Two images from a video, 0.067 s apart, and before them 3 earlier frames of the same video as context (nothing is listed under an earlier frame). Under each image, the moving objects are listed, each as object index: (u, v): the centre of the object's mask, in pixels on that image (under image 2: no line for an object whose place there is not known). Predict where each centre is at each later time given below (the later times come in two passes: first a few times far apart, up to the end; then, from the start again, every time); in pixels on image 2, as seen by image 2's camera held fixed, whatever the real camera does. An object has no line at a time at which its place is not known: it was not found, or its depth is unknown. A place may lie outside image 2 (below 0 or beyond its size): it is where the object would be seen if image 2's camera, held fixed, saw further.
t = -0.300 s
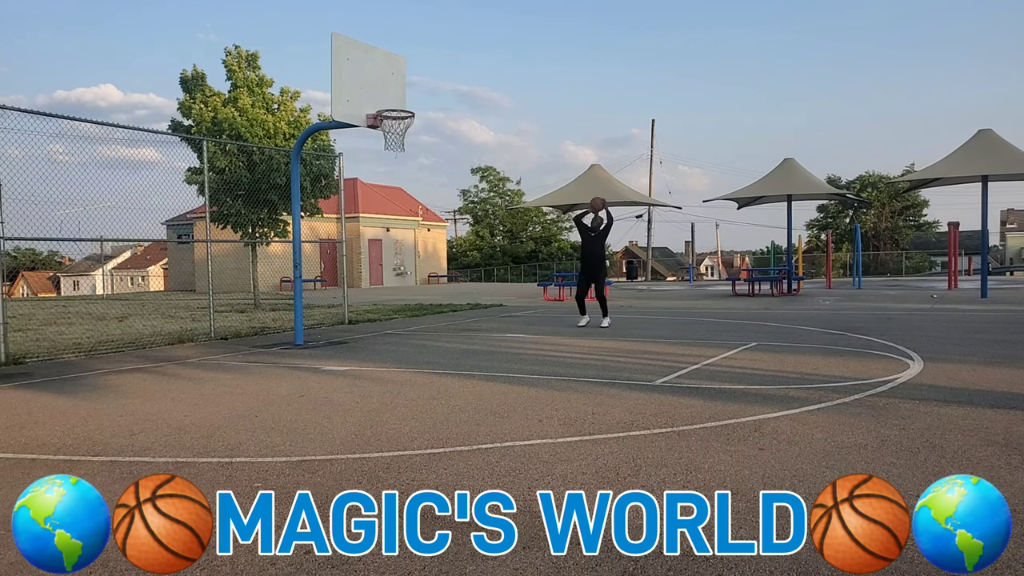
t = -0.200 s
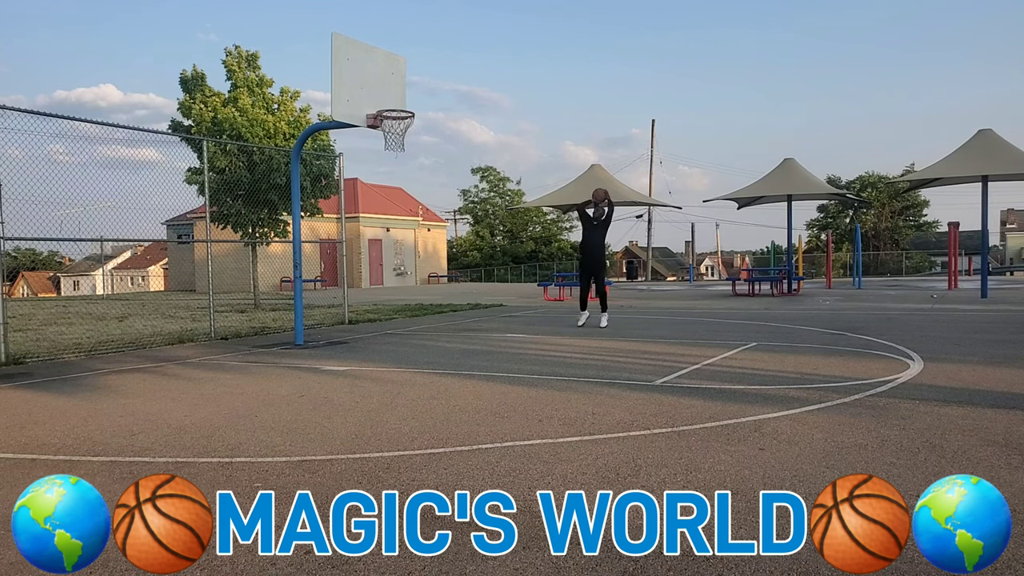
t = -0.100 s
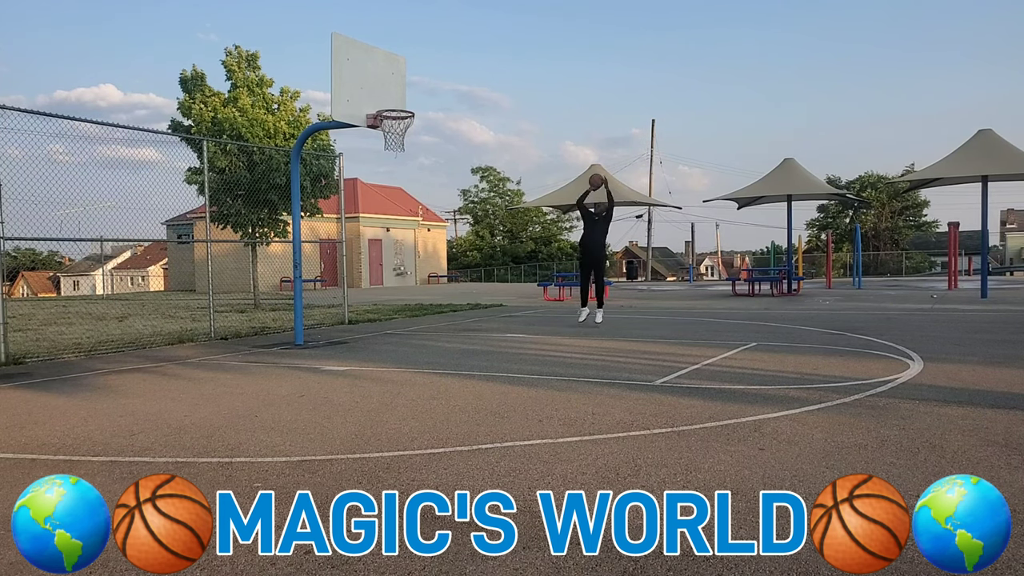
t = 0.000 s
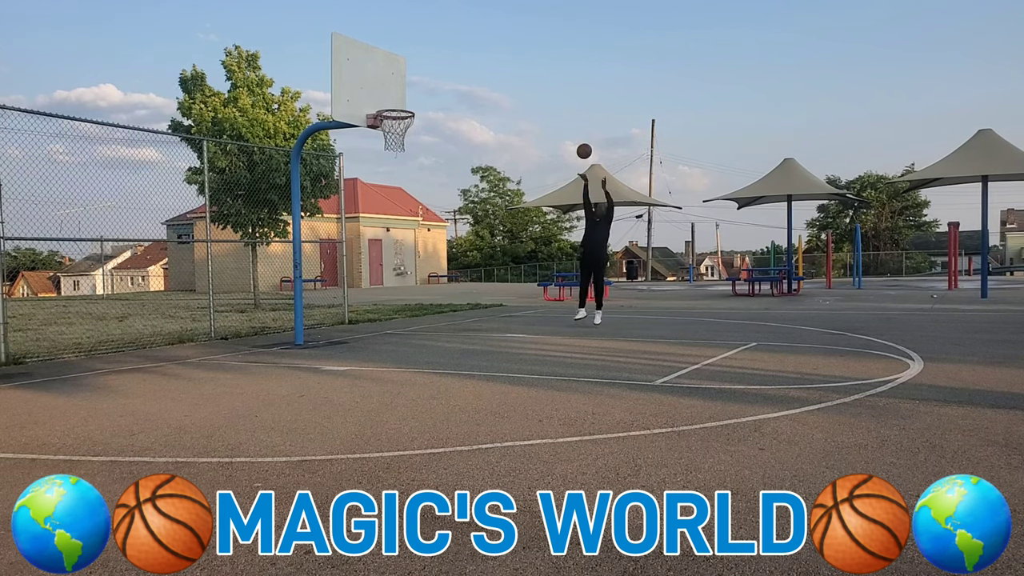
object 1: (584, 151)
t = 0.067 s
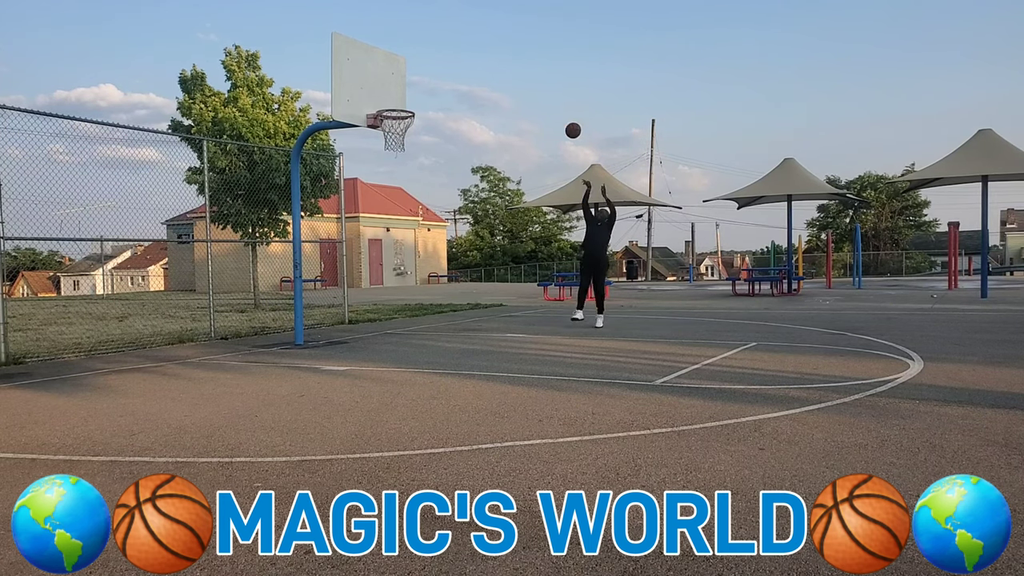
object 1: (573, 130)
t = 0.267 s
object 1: (538, 83)
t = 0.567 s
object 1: (481, 56)
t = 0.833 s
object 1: (425, 86)
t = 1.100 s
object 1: (393, 97)
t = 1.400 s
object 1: (421, 99)
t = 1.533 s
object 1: (434, 121)
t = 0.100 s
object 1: (567, 121)
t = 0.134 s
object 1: (561, 112)
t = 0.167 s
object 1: (555, 104)
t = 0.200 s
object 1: (550, 96)
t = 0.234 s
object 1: (544, 89)
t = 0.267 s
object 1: (538, 83)
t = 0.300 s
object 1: (532, 77)
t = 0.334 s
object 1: (526, 72)
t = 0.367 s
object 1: (520, 67)
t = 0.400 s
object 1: (514, 64)
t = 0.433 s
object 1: (507, 61)
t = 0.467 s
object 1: (501, 58)
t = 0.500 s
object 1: (494, 57)
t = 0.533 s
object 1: (488, 56)
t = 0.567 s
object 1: (481, 56)
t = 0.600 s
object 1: (474, 57)
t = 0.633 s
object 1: (467, 58)
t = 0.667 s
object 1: (461, 61)
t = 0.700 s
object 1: (454, 64)
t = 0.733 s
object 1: (447, 68)
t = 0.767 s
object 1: (440, 73)
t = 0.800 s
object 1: (433, 79)
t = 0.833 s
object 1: (425, 86)
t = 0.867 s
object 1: (418, 94)
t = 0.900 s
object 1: (411, 102)
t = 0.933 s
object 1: (404, 104)
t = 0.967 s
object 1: (397, 105)
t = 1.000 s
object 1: (391, 106)
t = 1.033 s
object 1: (386, 104)
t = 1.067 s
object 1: (389, 101)
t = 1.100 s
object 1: (393, 97)
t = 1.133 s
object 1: (396, 94)
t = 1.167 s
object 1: (399, 91)
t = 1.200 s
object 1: (402, 90)
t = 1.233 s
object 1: (405, 89)
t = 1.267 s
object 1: (408, 89)
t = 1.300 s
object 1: (411, 90)
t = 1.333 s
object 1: (415, 92)
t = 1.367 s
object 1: (418, 95)
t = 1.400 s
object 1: (421, 99)
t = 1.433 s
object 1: (424, 103)
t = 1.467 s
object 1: (427, 108)
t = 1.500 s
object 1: (430, 114)
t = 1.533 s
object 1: (434, 121)
